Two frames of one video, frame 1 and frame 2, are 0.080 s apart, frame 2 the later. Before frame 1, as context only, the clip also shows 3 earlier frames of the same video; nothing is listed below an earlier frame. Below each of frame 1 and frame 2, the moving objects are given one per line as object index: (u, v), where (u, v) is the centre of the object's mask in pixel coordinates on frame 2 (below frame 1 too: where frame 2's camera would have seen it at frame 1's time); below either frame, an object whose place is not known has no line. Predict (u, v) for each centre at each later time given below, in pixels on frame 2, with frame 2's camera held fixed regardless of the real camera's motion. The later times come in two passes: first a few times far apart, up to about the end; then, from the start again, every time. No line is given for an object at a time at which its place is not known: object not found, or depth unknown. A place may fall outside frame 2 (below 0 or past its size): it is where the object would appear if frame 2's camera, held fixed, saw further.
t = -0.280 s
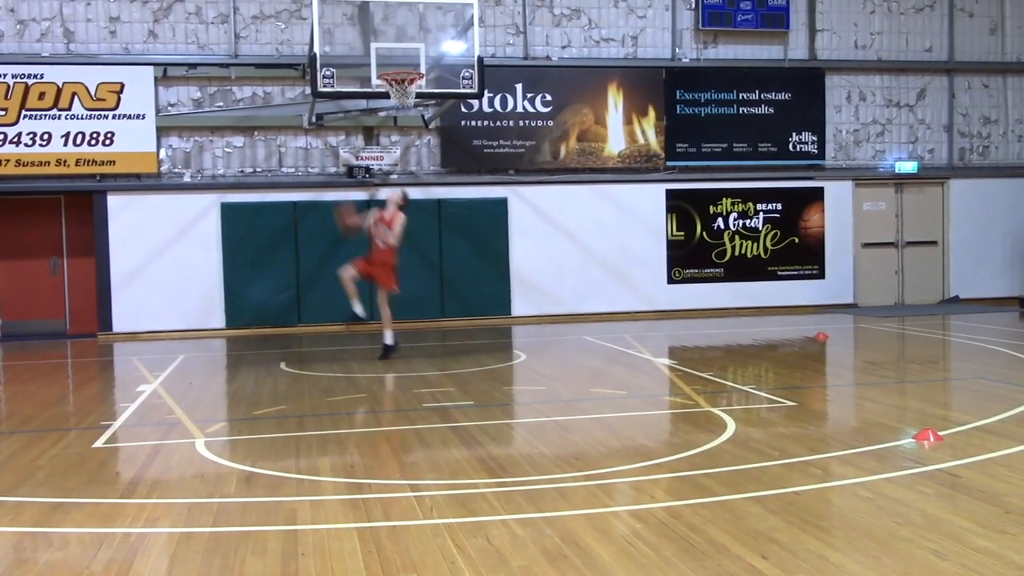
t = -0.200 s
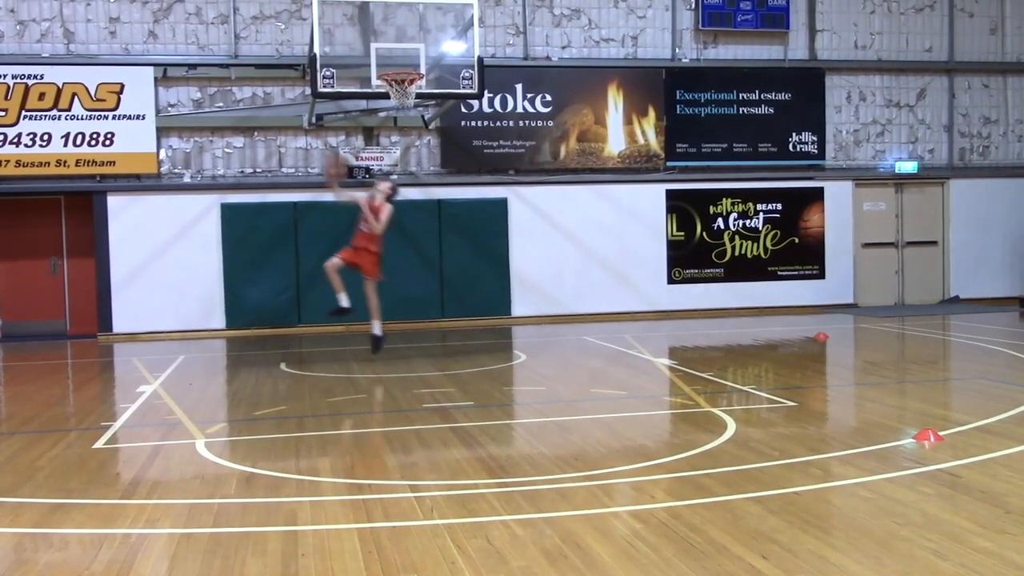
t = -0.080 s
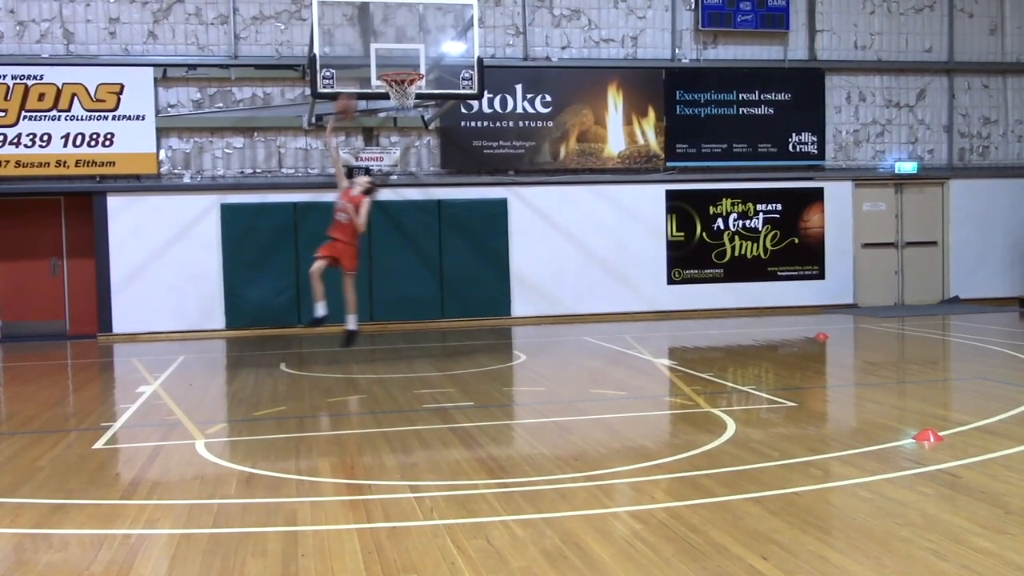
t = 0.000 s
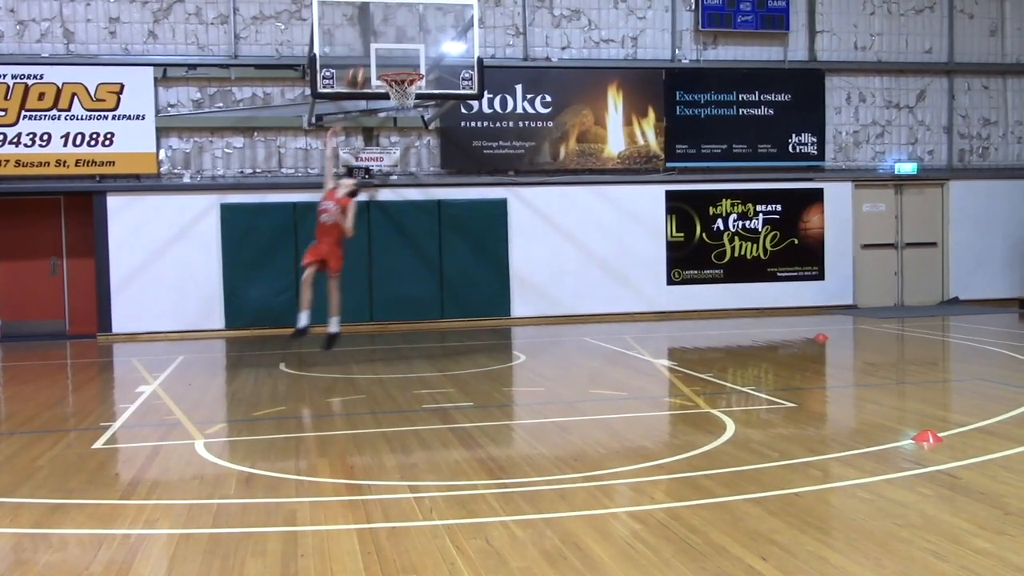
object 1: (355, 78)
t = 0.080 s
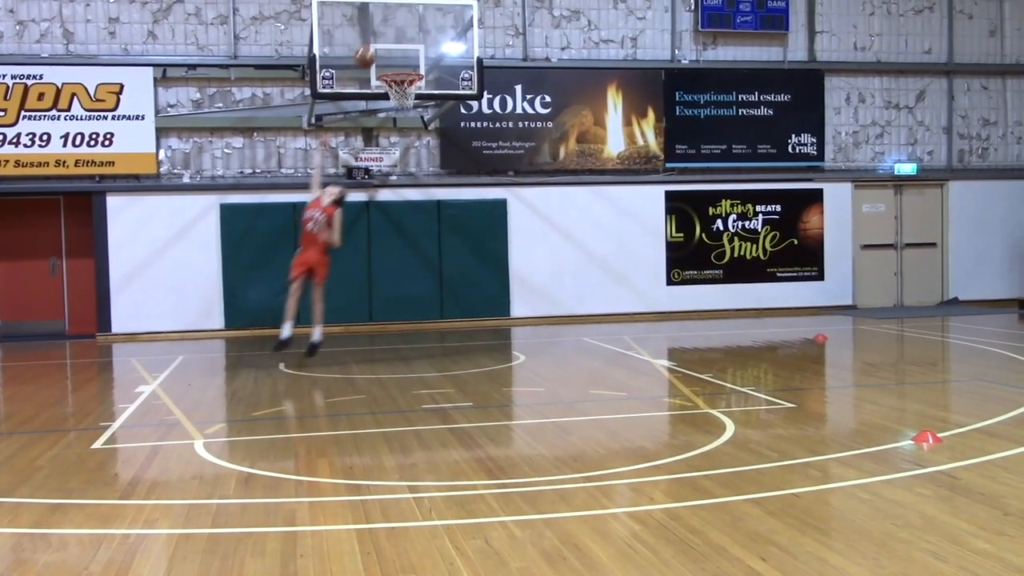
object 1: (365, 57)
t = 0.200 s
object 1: (377, 37)
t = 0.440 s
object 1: (397, 37)
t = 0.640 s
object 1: (408, 60)
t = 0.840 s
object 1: (394, 66)
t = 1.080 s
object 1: (404, 70)
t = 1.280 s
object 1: (393, 97)
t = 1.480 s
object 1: (401, 117)
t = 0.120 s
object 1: (369, 48)
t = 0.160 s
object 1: (373, 42)
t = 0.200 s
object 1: (377, 37)
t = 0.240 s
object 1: (380, 33)
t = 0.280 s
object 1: (383, 31)
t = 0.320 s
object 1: (387, 31)
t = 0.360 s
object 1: (391, 31)
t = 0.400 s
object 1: (394, 34)
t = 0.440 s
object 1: (397, 37)
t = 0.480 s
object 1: (401, 42)
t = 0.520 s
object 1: (406, 49)
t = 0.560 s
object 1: (410, 58)
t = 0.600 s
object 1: (411, 62)
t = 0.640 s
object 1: (408, 60)
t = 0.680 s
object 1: (406, 59)
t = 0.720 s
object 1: (402, 59)
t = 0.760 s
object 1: (400, 61)
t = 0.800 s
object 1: (397, 63)
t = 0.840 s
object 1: (394, 66)
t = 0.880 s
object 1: (391, 68)
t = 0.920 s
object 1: (396, 67)
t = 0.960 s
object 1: (400, 66)
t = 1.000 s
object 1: (406, 67)
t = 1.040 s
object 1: (408, 68)
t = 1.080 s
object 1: (404, 70)
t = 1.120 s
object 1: (400, 80)
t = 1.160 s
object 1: (398, 82)
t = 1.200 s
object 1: (396, 87)
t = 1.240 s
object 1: (397, 94)
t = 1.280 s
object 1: (393, 97)
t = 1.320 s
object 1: (390, 100)
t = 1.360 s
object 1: (394, 100)
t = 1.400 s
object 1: (395, 107)
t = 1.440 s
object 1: (398, 112)
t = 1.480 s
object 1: (401, 117)
